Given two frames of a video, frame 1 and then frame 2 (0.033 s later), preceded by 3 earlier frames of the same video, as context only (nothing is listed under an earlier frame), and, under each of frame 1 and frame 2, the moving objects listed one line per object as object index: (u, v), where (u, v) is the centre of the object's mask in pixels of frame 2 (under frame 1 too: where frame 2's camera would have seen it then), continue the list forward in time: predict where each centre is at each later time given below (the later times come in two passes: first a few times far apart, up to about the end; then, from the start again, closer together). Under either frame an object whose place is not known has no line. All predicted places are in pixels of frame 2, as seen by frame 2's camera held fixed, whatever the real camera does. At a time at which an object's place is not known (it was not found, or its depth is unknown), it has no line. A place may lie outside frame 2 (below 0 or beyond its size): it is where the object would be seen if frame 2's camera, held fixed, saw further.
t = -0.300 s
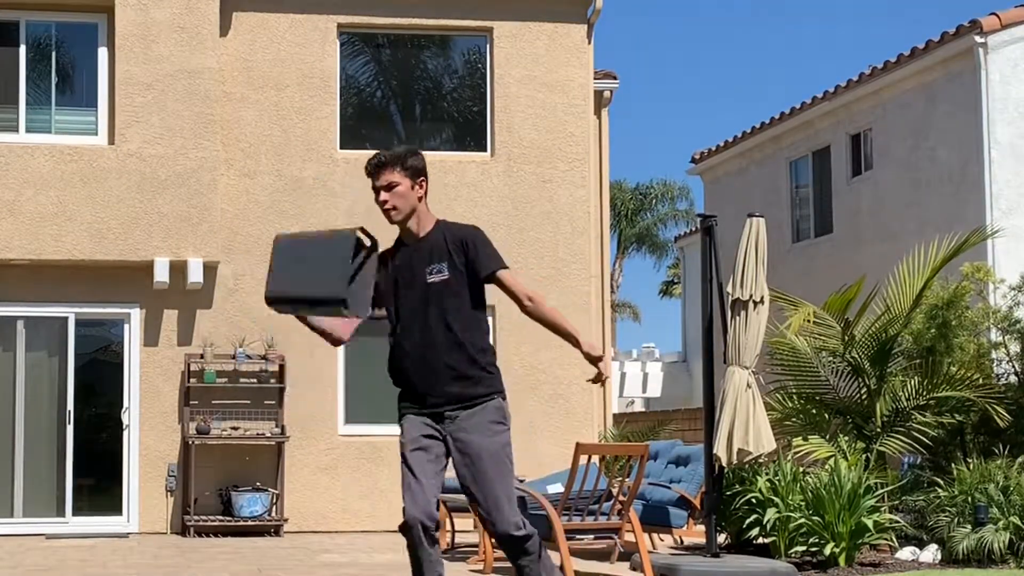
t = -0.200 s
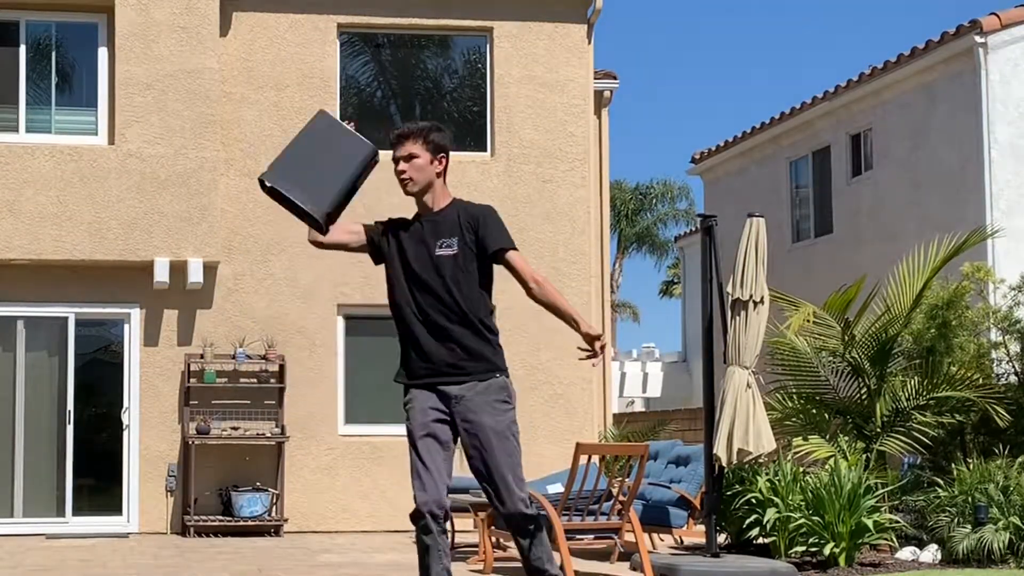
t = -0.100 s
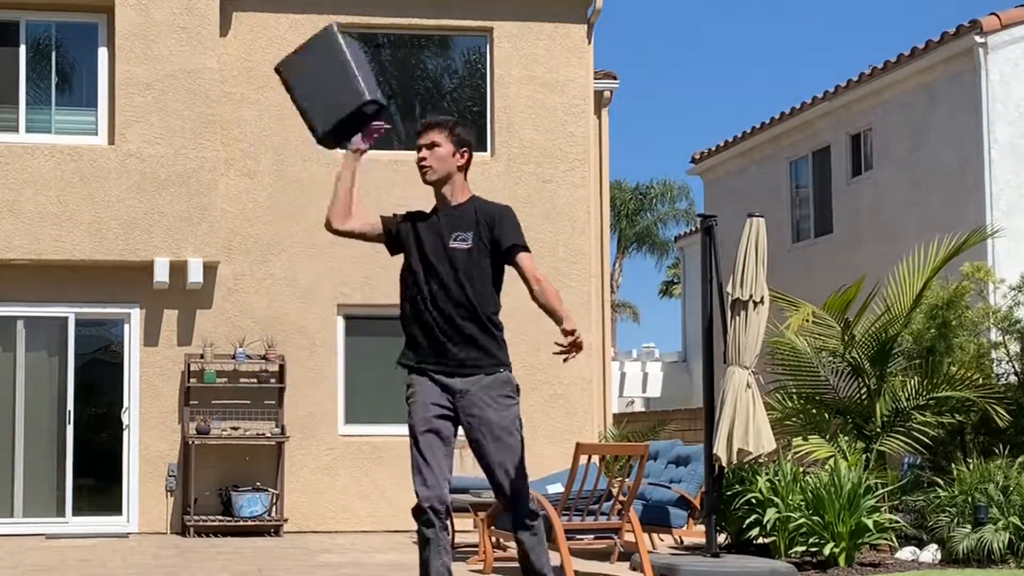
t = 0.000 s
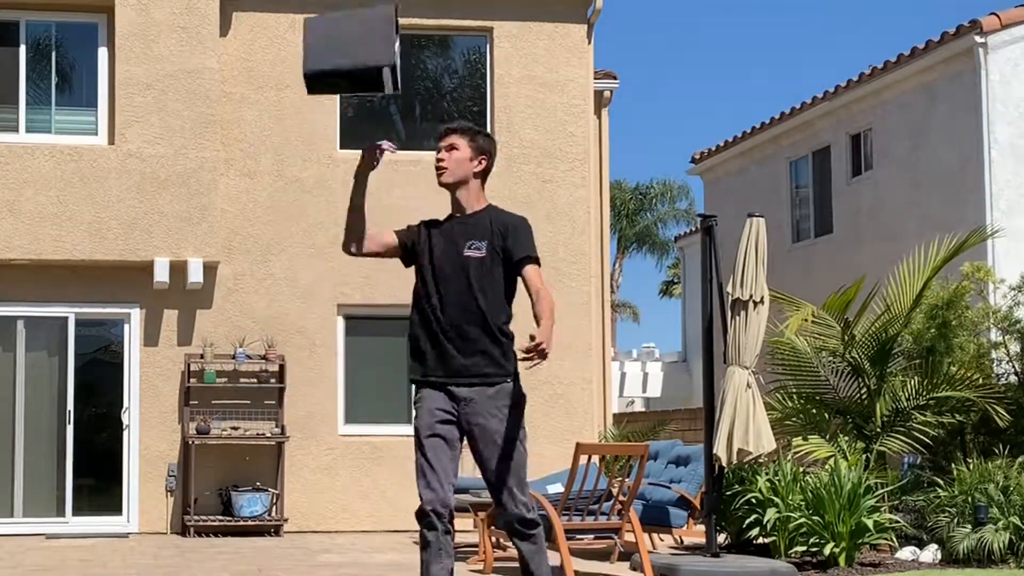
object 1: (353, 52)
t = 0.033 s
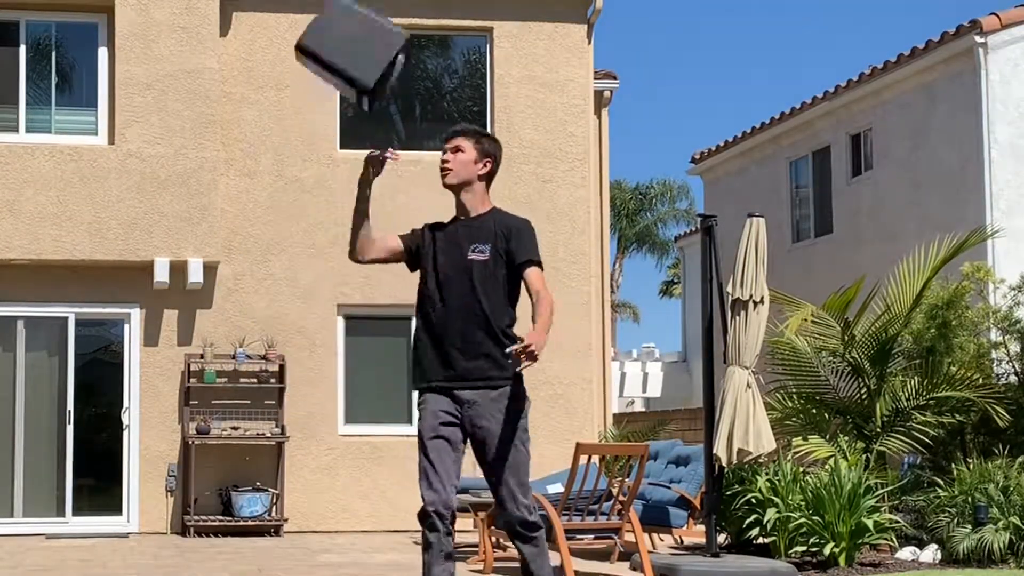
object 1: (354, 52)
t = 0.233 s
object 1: (361, 63)
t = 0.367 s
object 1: (378, 152)
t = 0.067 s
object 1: (353, 51)
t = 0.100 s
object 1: (352, 50)
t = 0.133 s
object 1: (351, 52)
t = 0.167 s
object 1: (351, 53)
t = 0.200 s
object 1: (354, 57)
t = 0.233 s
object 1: (361, 63)
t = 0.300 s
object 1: (374, 99)
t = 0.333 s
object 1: (376, 122)
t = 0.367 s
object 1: (378, 152)
